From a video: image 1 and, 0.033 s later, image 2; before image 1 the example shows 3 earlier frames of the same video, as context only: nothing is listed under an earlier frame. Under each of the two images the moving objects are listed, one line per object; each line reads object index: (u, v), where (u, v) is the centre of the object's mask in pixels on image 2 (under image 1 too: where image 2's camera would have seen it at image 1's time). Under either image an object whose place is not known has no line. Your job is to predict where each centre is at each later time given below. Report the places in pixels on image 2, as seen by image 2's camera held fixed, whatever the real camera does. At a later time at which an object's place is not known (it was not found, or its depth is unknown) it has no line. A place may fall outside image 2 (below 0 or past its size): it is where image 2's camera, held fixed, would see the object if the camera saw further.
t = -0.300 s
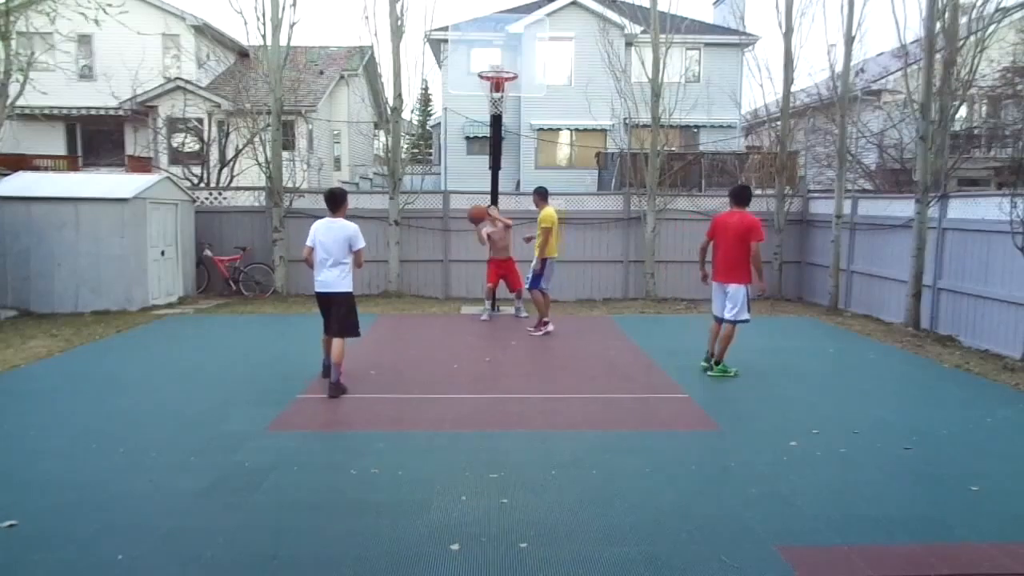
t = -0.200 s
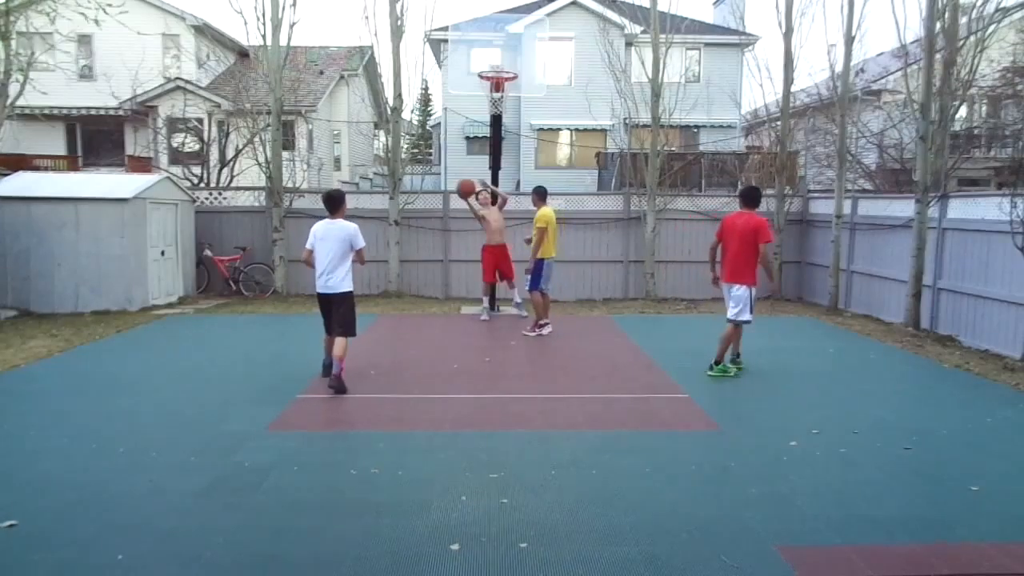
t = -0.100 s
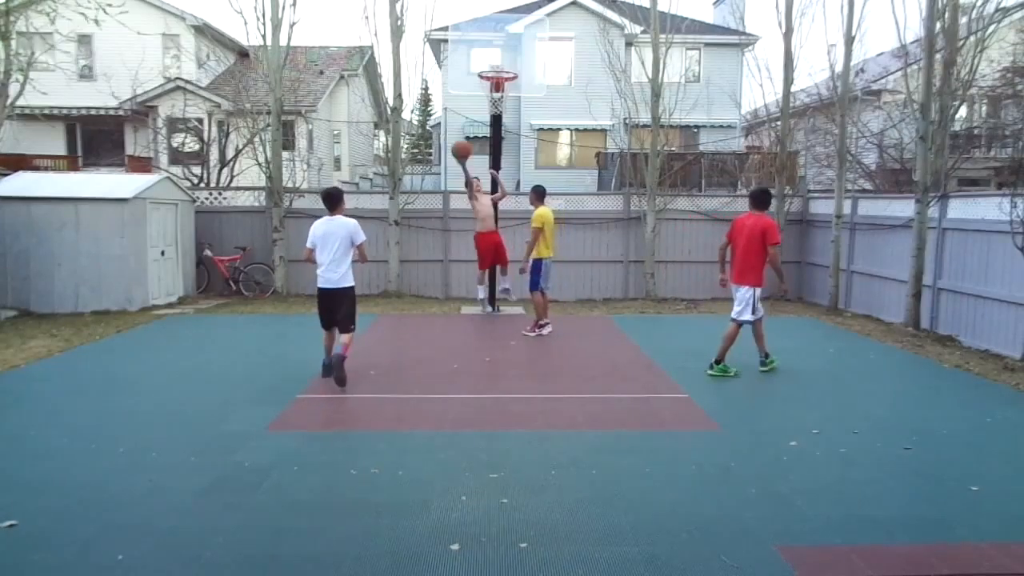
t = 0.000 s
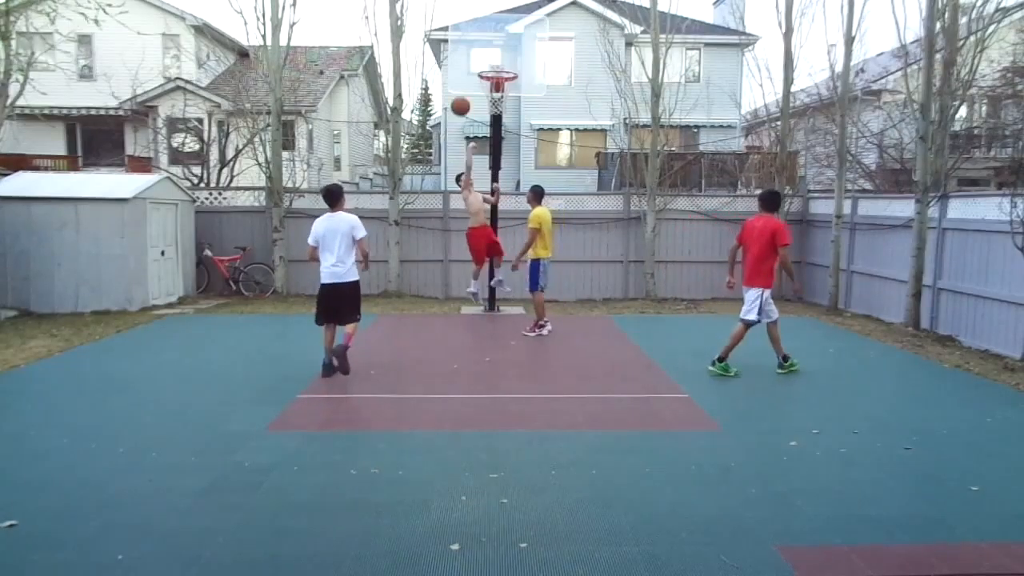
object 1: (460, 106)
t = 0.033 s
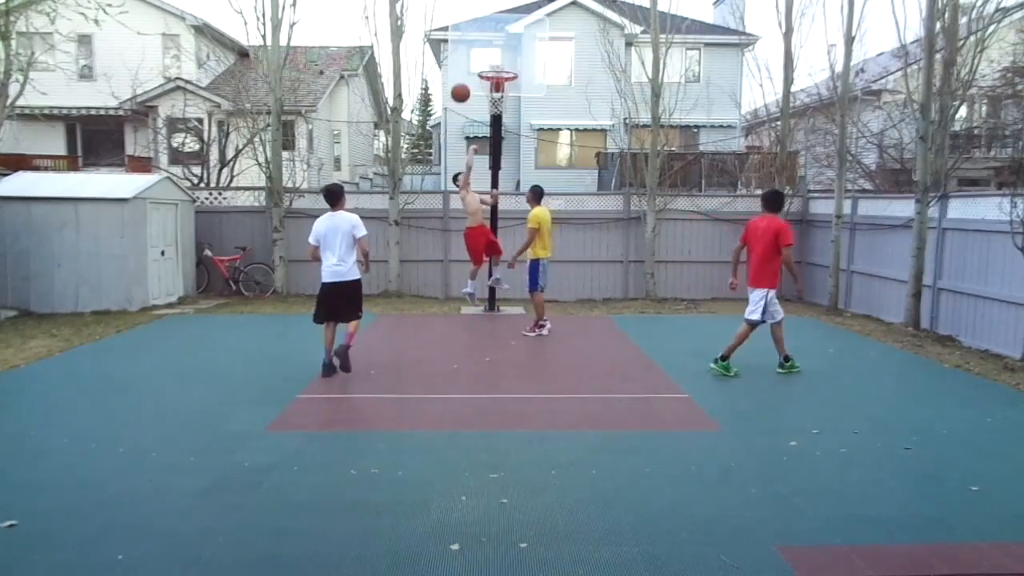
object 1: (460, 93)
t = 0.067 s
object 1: (460, 80)
